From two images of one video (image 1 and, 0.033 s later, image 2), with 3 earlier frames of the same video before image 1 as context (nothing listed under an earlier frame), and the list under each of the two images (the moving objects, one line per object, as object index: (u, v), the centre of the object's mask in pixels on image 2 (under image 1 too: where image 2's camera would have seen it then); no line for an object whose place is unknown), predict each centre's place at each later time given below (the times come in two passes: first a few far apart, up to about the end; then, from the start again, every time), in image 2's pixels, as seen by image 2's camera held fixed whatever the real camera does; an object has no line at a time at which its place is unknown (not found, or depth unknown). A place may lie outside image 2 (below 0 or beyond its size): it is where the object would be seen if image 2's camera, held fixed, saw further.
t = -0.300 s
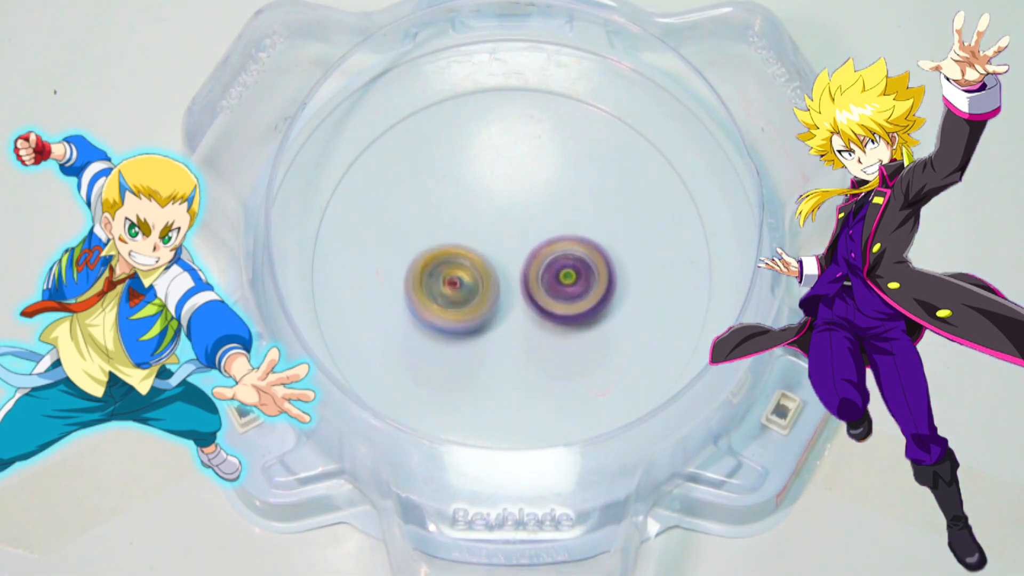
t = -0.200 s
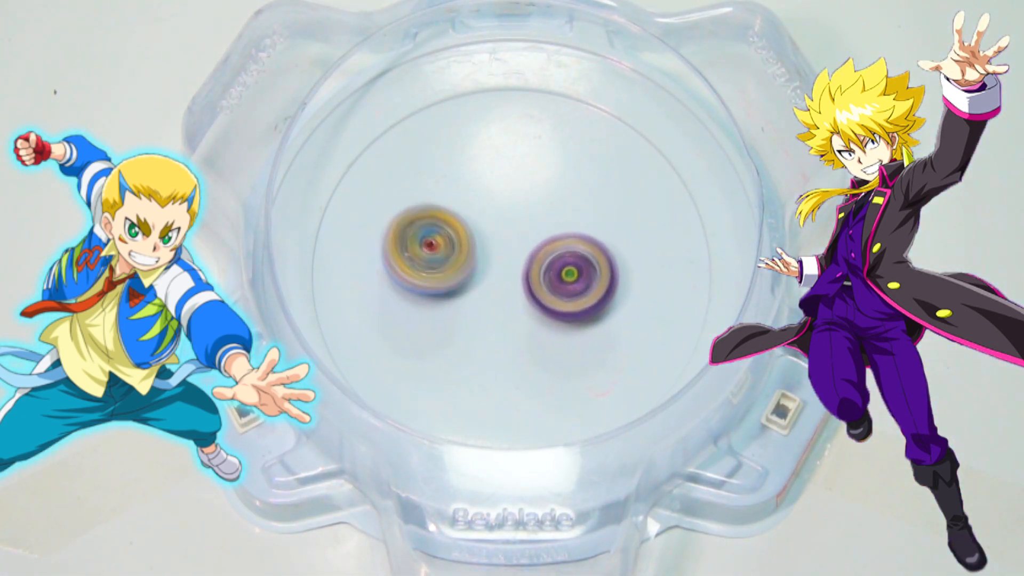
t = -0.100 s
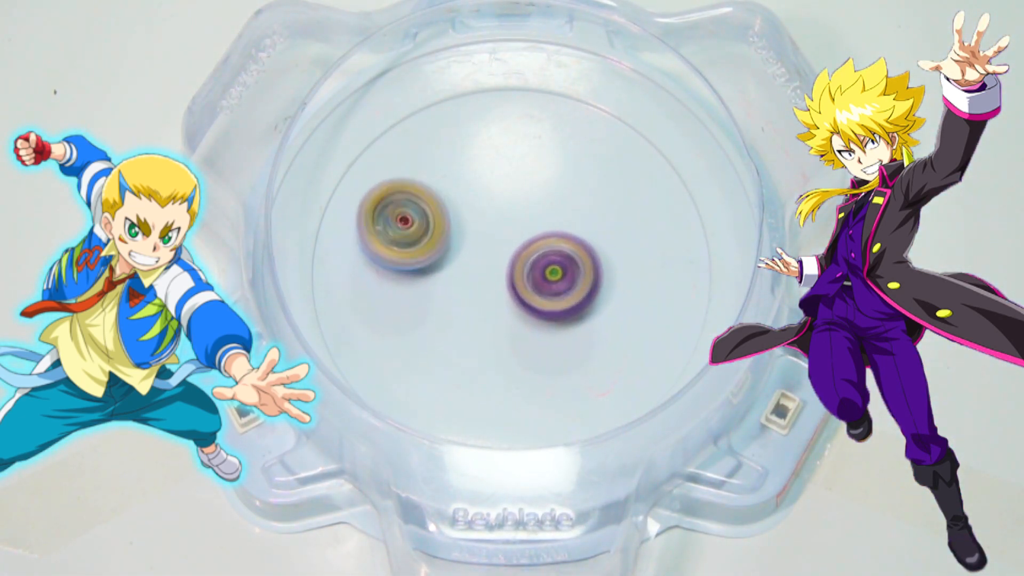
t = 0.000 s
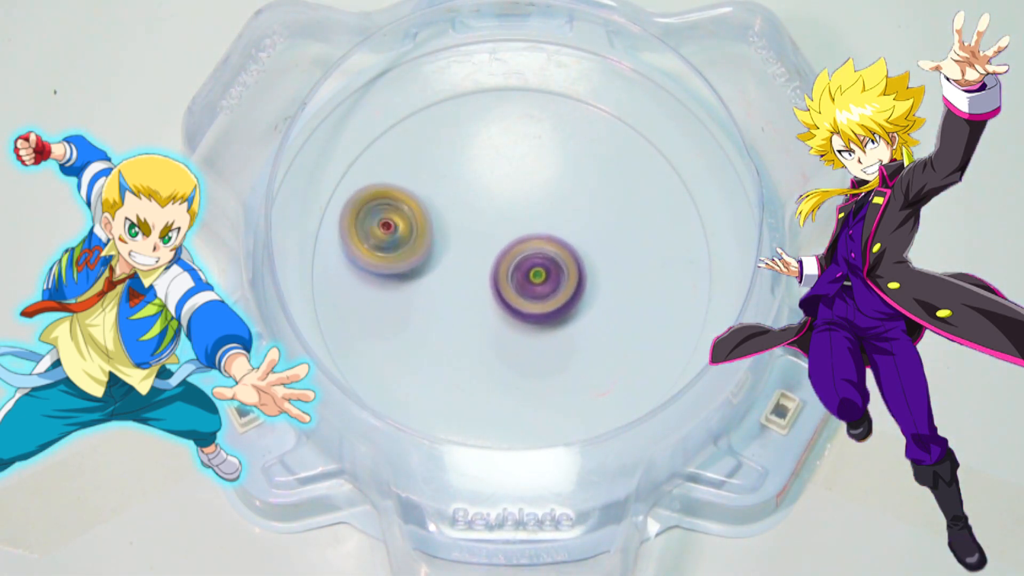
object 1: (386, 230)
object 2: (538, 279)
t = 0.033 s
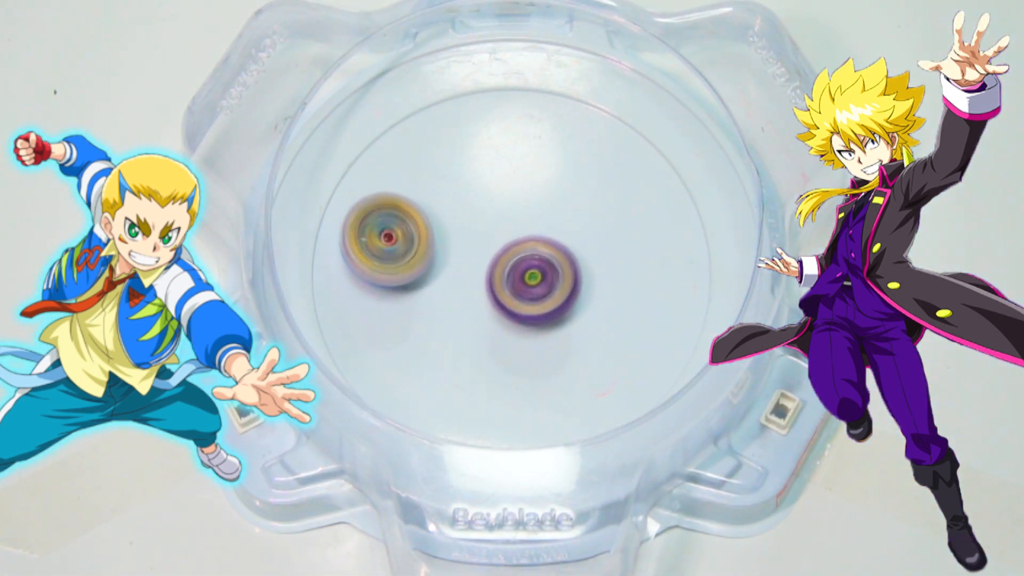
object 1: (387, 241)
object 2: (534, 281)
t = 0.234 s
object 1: (431, 281)
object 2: (541, 292)
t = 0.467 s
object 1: (456, 234)
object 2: (557, 298)
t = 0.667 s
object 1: (452, 218)
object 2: (544, 297)
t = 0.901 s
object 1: (459, 225)
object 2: (535, 300)
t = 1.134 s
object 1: (480, 219)
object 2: (530, 303)
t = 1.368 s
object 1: (506, 221)
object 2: (520, 314)
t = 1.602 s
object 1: (524, 223)
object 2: (521, 324)
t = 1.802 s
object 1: (536, 217)
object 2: (512, 327)
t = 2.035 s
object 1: (552, 214)
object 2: (486, 338)
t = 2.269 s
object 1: (552, 234)
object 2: (497, 324)
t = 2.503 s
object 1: (566, 254)
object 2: (478, 303)
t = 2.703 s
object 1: (563, 267)
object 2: (466, 285)
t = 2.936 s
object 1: (557, 278)
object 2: (455, 270)
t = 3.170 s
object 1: (545, 306)
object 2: (462, 245)
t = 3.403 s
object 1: (525, 318)
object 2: (481, 232)
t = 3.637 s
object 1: (498, 312)
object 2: (500, 222)
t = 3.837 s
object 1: (473, 301)
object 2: (516, 220)
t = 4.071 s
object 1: (453, 280)
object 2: (533, 231)
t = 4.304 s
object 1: (452, 260)
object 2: (546, 246)
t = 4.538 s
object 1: (459, 232)
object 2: (557, 263)
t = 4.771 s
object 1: (475, 217)
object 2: (559, 280)
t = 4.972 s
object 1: (493, 221)
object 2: (551, 292)
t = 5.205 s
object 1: (518, 221)
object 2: (540, 309)
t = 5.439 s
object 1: (534, 223)
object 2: (525, 318)
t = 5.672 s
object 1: (542, 233)
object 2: (503, 325)
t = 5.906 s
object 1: (553, 255)
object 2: (486, 319)
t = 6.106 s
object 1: (559, 272)
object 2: (462, 299)
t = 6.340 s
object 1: (541, 283)
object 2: (451, 255)
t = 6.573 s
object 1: (512, 302)
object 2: (449, 219)
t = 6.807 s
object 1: (500, 308)
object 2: (471, 220)
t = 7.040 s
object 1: (510, 316)
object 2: (513, 191)
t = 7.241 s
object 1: (518, 286)
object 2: (549, 194)
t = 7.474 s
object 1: (473, 262)
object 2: (596, 207)
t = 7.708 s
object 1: (460, 277)
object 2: (599, 239)
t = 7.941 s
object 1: (477, 255)
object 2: (626, 309)
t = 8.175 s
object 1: (458, 209)
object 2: (676, 370)
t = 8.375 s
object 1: (475, 210)
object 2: (646, 406)
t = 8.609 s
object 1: (514, 243)
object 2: (575, 403)
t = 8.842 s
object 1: (538, 254)
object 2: (465, 348)
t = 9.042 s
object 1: (539, 255)
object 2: (355, 321)
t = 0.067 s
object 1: (393, 250)
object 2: (530, 282)
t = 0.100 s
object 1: (400, 260)
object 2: (527, 282)
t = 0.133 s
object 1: (412, 270)
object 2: (526, 284)
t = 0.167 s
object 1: (421, 278)
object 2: (525, 285)
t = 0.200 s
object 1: (431, 283)
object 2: (528, 288)
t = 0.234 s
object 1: (431, 281)
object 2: (541, 292)
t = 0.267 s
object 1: (436, 277)
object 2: (552, 295)
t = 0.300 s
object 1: (438, 271)
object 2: (561, 297)
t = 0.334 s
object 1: (445, 263)
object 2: (566, 299)
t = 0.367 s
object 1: (447, 254)
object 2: (567, 301)
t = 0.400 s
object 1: (452, 246)
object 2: (566, 301)
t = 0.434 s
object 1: (453, 240)
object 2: (562, 300)
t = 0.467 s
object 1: (456, 234)
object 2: (557, 298)
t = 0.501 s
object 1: (457, 233)
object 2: (551, 295)
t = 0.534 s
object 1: (461, 230)
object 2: (545, 291)
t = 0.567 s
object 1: (462, 231)
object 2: (541, 288)
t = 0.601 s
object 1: (458, 222)
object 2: (544, 292)
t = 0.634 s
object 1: (456, 221)
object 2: (544, 295)
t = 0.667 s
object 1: (452, 218)
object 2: (544, 297)
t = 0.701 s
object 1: (454, 219)
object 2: (542, 298)
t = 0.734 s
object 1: (453, 221)
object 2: (540, 298)
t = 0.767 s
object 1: (456, 223)
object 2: (538, 297)
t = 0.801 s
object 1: (457, 228)
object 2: (536, 297)
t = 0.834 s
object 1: (458, 229)
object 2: (534, 296)
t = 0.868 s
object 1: (461, 231)
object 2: (533, 296)
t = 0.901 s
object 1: (459, 225)
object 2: (535, 300)
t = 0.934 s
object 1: (462, 220)
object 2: (536, 302)
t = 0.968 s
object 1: (462, 216)
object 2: (536, 303)
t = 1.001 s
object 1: (464, 212)
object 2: (536, 304)
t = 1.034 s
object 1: (468, 212)
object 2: (535, 304)
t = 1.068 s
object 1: (470, 212)
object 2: (533, 304)
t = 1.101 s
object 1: (476, 214)
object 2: (532, 304)
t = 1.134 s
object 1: (480, 219)
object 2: (530, 303)
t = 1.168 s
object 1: (483, 219)
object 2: (528, 303)
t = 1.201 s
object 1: (489, 216)
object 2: (528, 308)
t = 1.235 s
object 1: (492, 215)
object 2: (526, 312)
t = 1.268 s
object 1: (496, 213)
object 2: (525, 315)
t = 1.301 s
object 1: (501, 216)
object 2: (523, 315)
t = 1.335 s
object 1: (503, 220)
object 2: (522, 315)
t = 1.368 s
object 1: (506, 221)
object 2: (520, 314)
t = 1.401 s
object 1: (511, 219)
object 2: (519, 321)
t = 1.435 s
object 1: (515, 217)
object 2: (517, 327)
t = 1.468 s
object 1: (517, 215)
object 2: (516, 331)
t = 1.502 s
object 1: (521, 215)
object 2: (516, 332)
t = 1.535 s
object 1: (523, 218)
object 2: (516, 331)
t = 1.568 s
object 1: (522, 219)
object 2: (518, 328)
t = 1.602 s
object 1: (524, 223)
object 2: (521, 324)
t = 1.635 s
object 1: (525, 227)
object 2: (522, 321)
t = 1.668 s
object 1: (528, 223)
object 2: (519, 326)
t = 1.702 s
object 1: (532, 216)
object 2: (515, 328)
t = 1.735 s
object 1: (536, 215)
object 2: (513, 328)
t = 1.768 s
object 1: (537, 216)
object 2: (512, 328)
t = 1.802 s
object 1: (536, 217)
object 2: (512, 327)
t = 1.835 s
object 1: (536, 217)
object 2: (512, 324)
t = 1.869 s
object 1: (536, 222)
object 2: (512, 321)
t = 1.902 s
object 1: (535, 227)
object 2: (511, 319)
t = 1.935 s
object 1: (534, 227)
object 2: (507, 320)
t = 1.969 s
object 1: (540, 220)
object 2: (496, 330)
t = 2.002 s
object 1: (547, 215)
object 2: (490, 336)
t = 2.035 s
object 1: (552, 214)
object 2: (486, 338)
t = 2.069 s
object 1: (555, 214)
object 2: (484, 338)
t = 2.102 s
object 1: (556, 216)
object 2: (483, 338)
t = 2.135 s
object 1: (556, 216)
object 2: (484, 336)
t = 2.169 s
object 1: (558, 219)
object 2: (488, 335)
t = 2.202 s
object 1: (557, 224)
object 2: (492, 331)
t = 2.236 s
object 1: (555, 229)
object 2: (494, 327)
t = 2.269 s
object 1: (552, 234)
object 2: (497, 324)
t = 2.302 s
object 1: (550, 238)
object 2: (500, 321)
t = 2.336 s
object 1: (553, 241)
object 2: (498, 320)
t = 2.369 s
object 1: (560, 244)
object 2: (491, 318)
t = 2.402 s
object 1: (564, 247)
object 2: (486, 316)
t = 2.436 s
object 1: (566, 249)
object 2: (483, 312)
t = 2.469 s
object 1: (566, 252)
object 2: (481, 307)
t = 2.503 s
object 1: (566, 254)
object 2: (478, 303)
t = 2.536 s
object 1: (565, 255)
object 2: (478, 300)
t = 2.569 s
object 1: (566, 258)
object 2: (476, 296)
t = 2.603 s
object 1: (567, 261)
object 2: (472, 293)
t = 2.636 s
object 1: (567, 263)
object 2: (469, 291)
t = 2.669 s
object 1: (565, 265)
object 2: (468, 288)
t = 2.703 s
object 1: (563, 267)
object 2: (466, 285)
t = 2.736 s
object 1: (560, 269)
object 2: (464, 284)
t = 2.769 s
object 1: (558, 270)
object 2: (463, 282)
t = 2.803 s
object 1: (558, 271)
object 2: (460, 279)
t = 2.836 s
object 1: (558, 272)
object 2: (458, 278)
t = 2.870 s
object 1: (557, 273)
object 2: (459, 275)
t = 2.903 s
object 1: (556, 275)
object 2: (456, 272)
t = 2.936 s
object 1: (557, 278)
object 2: (455, 270)
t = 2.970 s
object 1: (556, 281)
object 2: (455, 266)
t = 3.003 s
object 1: (555, 283)
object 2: (455, 263)
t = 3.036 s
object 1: (552, 286)
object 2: (457, 261)
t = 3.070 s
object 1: (550, 288)
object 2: (458, 258)
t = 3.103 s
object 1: (548, 294)
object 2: (459, 253)
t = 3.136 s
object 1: (547, 300)
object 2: (461, 248)
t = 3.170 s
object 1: (545, 306)
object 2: (462, 245)
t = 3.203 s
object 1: (542, 309)
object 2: (466, 242)
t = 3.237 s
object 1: (540, 313)
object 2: (467, 239)
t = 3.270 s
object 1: (537, 315)
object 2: (470, 238)
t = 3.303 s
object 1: (534, 317)
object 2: (473, 236)
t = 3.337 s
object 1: (531, 318)
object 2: (475, 235)
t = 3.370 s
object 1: (528, 318)
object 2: (479, 233)
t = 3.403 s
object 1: (525, 318)
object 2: (481, 232)
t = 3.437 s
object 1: (522, 318)
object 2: (485, 231)
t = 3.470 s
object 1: (518, 317)
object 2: (487, 229)
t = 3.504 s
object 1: (515, 316)
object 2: (491, 228)
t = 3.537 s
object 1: (511, 315)
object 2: (493, 225)
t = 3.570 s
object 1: (507, 313)
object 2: (495, 225)
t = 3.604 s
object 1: (503, 312)
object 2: (499, 223)
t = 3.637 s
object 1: (498, 312)
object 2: (500, 222)
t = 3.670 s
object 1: (494, 311)
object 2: (503, 220)
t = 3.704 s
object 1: (489, 310)
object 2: (505, 219)
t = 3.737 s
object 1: (484, 308)
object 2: (508, 219)
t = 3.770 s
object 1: (480, 306)
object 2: (510, 219)
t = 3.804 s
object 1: (476, 303)
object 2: (514, 220)
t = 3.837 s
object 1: (473, 301)
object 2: (516, 220)
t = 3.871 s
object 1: (469, 298)
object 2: (519, 222)
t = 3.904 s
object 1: (466, 295)
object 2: (522, 222)
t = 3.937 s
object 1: (463, 292)
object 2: (524, 224)
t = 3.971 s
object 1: (460, 289)
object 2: (528, 225)
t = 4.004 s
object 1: (457, 286)
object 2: (529, 227)
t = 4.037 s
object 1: (455, 283)
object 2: (532, 229)
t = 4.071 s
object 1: (453, 280)
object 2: (533, 231)
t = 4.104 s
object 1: (452, 277)
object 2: (536, 233)
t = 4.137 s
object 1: (452, 274)
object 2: (537, 235)
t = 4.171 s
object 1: (451, 271)
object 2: (540, 237)
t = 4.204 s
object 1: (451, 267)
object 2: (541, 238)
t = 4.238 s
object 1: (451, 265)
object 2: (543, 241)
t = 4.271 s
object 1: (452, 262)
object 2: (544, 243)
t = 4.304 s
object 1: (452, 260)
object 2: (546, 246)
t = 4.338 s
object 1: (453, 257)
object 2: (548, 247)
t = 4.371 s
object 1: (455, 254)
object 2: (550, 251)
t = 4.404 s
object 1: (456, 249)
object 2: (554, 254)
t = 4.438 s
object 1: (456, 244)
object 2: (555, 258)
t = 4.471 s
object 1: (456, 239)
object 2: (557, 260)
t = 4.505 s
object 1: (457, 235)
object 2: (557, 263)
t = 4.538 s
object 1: (459, 232)
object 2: (557, 263)
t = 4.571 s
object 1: (461, 229)
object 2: (557, 266)
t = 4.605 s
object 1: (465, 226)
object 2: (556, 266)
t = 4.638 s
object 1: (469, 224)
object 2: (556, 267)
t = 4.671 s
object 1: (472, 223)
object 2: (554, 267)
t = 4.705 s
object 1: (472, 221)
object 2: (556, 270)
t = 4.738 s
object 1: (473, 218)
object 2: (558, 276)
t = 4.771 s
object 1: (475, 217)
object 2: (559, 280)
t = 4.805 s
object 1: (477, 216)
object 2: (558, 284)
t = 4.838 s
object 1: (480, 216)
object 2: (557, 286)
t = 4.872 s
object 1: (482, 217)
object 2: (555, 288)
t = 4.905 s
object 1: (485, 217)
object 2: (554, 289)
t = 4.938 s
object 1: (489, 220)
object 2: (553, 290)
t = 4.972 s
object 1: (493, 221)
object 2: (551, 292)
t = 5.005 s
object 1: (497, 219)
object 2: (552, 298)
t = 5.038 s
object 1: (500, 219)
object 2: (550, 303)
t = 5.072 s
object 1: (504, 219)
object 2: (548, 306)
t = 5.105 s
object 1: (508, 218)
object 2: (546, 308)
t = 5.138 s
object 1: (511, 219)
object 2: (543, 309)
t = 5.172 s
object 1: (515, 220)
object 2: (542, 310)
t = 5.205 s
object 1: (518, 221)
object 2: (540, 309)
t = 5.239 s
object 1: (523, 220)
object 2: (539, 315)
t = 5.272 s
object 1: (526, 219)
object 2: (535, 320)
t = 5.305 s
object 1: (528, 218)
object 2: (532, 321)
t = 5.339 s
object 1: (530, 217)
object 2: (530, 321)
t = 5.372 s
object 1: (531, 218)
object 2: (527, 321)
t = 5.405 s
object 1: (533, 221)
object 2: (526, 319)
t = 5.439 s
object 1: (534, 223)
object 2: (525, 318)
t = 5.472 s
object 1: (535, 226)
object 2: (523, 316)
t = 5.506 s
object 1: (537, 227)
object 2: (521, 318)
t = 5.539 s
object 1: (539, 227)
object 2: (516, 321)
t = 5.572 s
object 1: (538, 229)
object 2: (514, 320)
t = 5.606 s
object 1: (538, 232)
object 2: (513, 321)
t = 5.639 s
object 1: (538, 234)
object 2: (510, 319)
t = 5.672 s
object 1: (542, 233)
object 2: (503, 325)
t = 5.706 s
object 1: (545, 236)
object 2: (497, 328)
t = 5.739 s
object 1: (547, 238)
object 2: (491, 328)
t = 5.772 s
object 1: (548, 242)
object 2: (488, 328)
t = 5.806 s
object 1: (551, 246)
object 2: (487, 326)
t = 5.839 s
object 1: (552, 249)
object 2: (486, 324)
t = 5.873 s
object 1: (553, 252)
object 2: (485, 320)
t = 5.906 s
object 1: (553, 255)
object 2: (486, 319)
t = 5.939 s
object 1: (554, 259)
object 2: (481, 317)
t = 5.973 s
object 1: (557, 262)
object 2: (475, 314)
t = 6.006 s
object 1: (558, 264)
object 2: (472, 312)
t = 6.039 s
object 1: (560, 267)
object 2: (468, 309)
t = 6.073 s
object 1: (559, 270)
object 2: (464, 304)
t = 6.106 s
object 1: (559, 272)
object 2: (462, 299)
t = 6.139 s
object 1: (559, 273)
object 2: (461, 295)
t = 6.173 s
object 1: (557, 275)
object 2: (458, 289)
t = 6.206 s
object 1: (556, 276)
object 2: (455, 282)
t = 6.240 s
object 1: (552, 277)
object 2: (455, 276)
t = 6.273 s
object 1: (549, 279)
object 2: (453, 270)
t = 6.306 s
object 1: (543, 267)
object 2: (451, 262)
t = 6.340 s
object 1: (541, 283)
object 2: (451, 255)
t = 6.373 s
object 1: (536, 283)
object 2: (450, 248)
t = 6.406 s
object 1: (531, 288)
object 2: (449, 242)
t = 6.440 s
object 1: (527, 291)
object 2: (447, 235)
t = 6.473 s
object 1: (523, 294)
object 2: (447, 228)
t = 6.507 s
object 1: (521, 296)
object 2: (449, 224)
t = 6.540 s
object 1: (515, 299)
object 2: (449, 222)
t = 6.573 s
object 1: (512, 302)
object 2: (449, 219)
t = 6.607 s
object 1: (508, 303)
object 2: (451, 217)
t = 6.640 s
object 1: (506, 305)
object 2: (454, 216)
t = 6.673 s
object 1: (502, 307)
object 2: (457, 218)
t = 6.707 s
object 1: (501, 310)
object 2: (458, 218)
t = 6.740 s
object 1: (500, 309)
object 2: (462, 218)
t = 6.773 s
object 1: (500, 309)
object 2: (467, 218)
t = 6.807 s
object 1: (500, 308)
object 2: (471, 220)
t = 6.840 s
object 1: (501, 307)
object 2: (475, 221)
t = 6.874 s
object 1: (501, 303)
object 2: (479, 219)
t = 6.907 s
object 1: (502, 309)
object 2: (486, 213)
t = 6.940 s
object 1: (502, 312)
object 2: (493, 204)
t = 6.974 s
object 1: (504, 315)
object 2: (501, 197)
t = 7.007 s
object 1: (506, 316)
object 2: (507, 194)
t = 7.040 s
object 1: (510, 316)
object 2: (513, 191)
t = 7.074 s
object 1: (512, 314)
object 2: (520, 189)
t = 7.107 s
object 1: (514, 311)
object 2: (527, 188)
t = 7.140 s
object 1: (516, 307)
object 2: (534, 188)
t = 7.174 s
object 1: (519, 301)
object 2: (540, 190)
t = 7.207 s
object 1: (518, 294)
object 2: (545, 192)
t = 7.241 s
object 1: (518, 286)
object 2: (549, 194)
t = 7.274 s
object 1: (515, 279)
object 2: (554, 196)
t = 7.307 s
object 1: (510, 272)
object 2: (562, 198)
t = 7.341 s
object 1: (502, 268)
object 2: (571, 198)
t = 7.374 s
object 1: (495, 265)
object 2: (579, 198)
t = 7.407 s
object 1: (488, 262)
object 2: (586, 201)
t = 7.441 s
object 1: (479, 262)
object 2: (592, 204)
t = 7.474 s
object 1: (473, 262)
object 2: (596, 207)
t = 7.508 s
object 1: (468, 263)
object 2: (599, 210)
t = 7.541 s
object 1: (464, 264)
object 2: (601, 214)
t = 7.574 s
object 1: (460, 267)
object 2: (603, 219)
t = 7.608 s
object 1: (457, 269)
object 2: (603, 224)
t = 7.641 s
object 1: (457, 272)
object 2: (603, 229)
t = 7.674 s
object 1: (457, 275)
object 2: (601, 234)
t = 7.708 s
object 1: (460, 277)
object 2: (599, 239)
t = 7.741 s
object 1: (465, 281)
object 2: (596, 245)
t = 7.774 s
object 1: (469, 282)
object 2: (593, 250)
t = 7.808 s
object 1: (477, 284)
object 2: (590, 256)
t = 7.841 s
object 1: (485, 283)
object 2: (587, 263)
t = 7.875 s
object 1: (492, 280)
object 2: (585, 270)
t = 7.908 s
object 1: (488, 271)
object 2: (600, 288)
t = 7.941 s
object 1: (477, 255)
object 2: (626, 309)
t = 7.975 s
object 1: (469, 243)
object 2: (647, 327)
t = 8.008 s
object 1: (466, 235)
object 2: (667, 340)
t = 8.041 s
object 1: (463, 227)
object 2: (673, 345)
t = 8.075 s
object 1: (462, 223)
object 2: (676, 353)
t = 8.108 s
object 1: (459, 218)
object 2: (677, 359)
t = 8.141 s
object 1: (459, 215)
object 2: (677, 364)
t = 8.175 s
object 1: (458, 209)
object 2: (676, 370)
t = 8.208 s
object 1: (460, 208)
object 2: (674, 375)
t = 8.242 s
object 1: (462, 206)
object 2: (670, 382)
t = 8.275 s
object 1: (464, 207)
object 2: (666, 388)
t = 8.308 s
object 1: (467, 206)
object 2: (660, 395)
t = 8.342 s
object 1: (470, 210)
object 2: (653, 400)
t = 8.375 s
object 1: (475, 210)
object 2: (646, 406)
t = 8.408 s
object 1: (481, 215)
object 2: (638, 411)
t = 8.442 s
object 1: (487, 218)
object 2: (629, 414)
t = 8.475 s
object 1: (493, 223)
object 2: (619, 416)
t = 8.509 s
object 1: (499, 227)
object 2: (609, 417)
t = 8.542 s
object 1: (504, 233)
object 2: (598, 415)
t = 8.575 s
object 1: (510, 237)
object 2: (586, 411)
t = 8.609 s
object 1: (514, 243)
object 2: (575, 403)
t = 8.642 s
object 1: (518, 248)
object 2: (564, 393)
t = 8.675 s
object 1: (520, 254)
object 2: (552, 380)
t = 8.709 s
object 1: (523, 260)
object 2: (540, 368)
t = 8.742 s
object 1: (524, 266)
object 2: (526, 354)
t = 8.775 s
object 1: (531, 262)
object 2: (508, 350)
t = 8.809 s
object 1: (533, 257)
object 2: (488, 349)
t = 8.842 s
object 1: (538, 254)
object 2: (465, 348)
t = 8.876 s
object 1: (540, 252)
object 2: (443, 345)
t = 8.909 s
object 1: (540, 254)
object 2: (422, 342)
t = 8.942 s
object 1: (541, 251)
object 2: (401, 337)
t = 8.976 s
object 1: (540, 254)
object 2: (384, 333)
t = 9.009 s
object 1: (540, 253)
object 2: (368, 327)
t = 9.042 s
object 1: (539, 255)
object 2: (355, 321)
